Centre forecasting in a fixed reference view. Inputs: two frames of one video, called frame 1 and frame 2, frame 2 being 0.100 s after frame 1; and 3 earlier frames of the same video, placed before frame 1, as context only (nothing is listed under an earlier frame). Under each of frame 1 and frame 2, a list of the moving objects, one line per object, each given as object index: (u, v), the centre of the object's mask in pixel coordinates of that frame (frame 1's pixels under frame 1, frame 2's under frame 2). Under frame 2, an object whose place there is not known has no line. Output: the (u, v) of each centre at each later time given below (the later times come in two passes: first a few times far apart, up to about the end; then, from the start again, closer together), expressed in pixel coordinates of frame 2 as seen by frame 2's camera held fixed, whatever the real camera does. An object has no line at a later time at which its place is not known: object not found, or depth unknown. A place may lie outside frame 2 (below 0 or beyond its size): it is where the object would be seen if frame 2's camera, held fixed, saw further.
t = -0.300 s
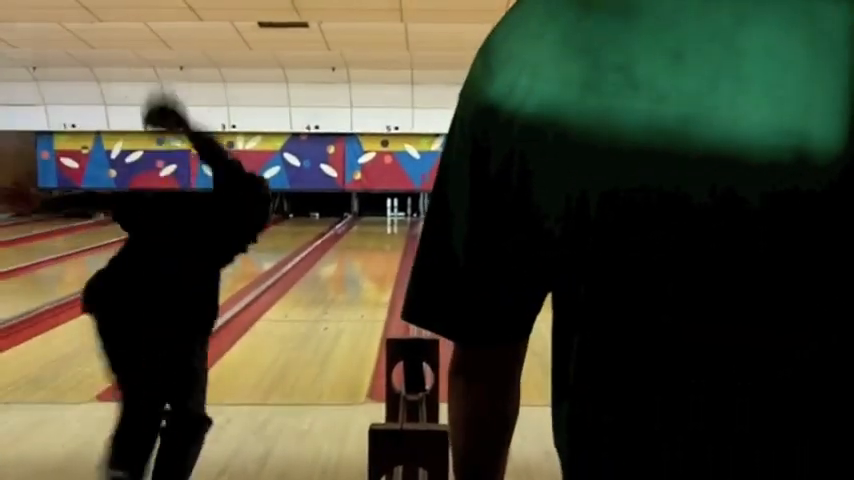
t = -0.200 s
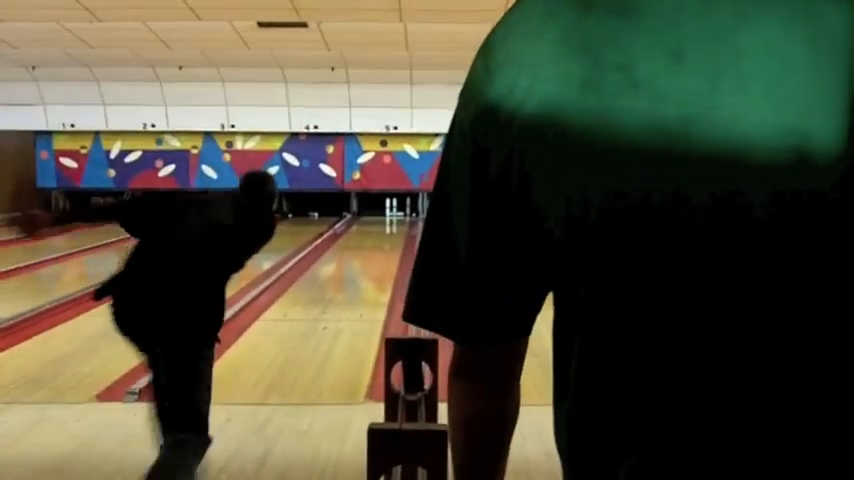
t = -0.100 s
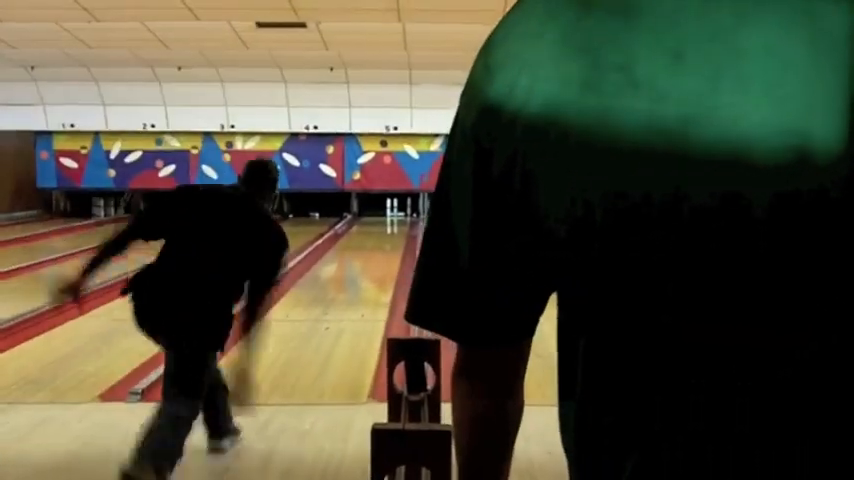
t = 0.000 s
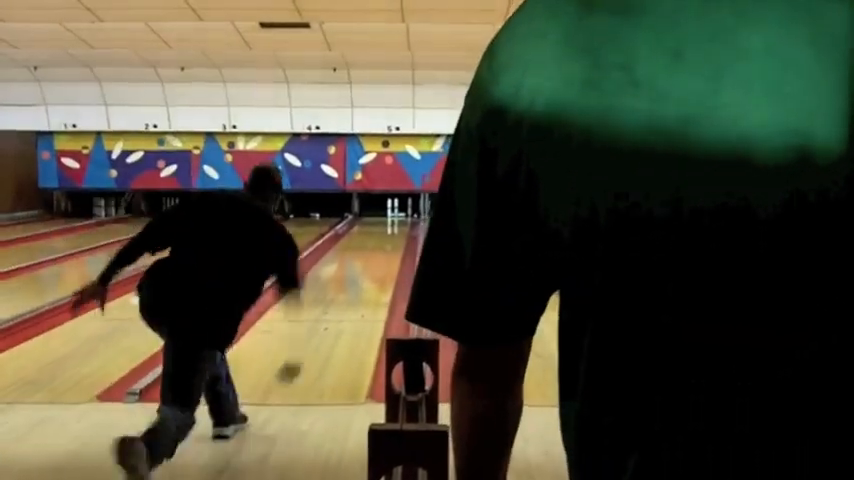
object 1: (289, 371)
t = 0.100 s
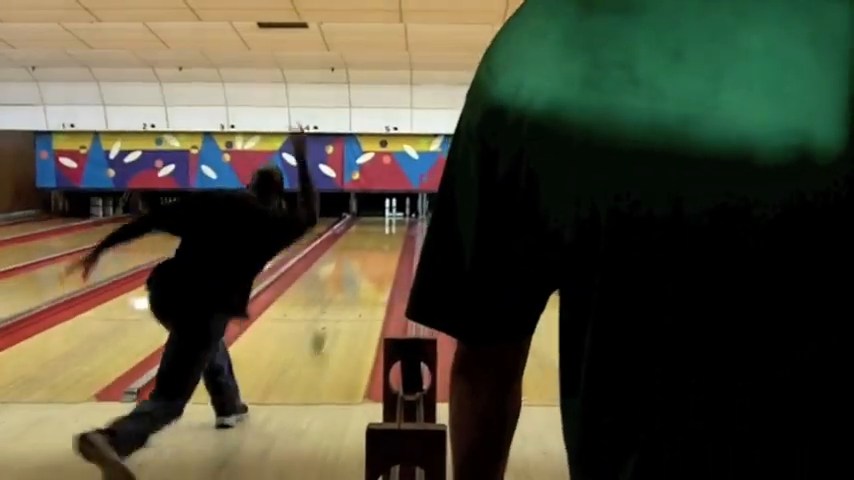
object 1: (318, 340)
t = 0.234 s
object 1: (343, 294)
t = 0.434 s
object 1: (366, 264)
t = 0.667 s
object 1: (379, 242)
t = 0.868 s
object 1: (387, 230)
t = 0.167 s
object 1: (335, 310)
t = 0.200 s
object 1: (338, 299)
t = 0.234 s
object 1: (343, 294)
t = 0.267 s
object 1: (348, 288)
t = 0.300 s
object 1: (351, 283)
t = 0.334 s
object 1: (355, 281)
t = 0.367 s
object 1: (360, 274)
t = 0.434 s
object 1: (366, 264)
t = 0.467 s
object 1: (369, 259)
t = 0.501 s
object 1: (371, 256)
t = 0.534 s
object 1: (372, 253)
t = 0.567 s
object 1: (375, 250)
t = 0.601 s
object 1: (376, 247)
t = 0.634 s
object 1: (377, 243)
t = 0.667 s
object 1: (379, 242)
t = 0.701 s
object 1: (380, 238)
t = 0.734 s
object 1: (385, 243)
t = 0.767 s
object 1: (385, 236)
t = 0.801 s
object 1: (386, 232)
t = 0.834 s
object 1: (387, 232)
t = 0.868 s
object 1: (387, 230)
